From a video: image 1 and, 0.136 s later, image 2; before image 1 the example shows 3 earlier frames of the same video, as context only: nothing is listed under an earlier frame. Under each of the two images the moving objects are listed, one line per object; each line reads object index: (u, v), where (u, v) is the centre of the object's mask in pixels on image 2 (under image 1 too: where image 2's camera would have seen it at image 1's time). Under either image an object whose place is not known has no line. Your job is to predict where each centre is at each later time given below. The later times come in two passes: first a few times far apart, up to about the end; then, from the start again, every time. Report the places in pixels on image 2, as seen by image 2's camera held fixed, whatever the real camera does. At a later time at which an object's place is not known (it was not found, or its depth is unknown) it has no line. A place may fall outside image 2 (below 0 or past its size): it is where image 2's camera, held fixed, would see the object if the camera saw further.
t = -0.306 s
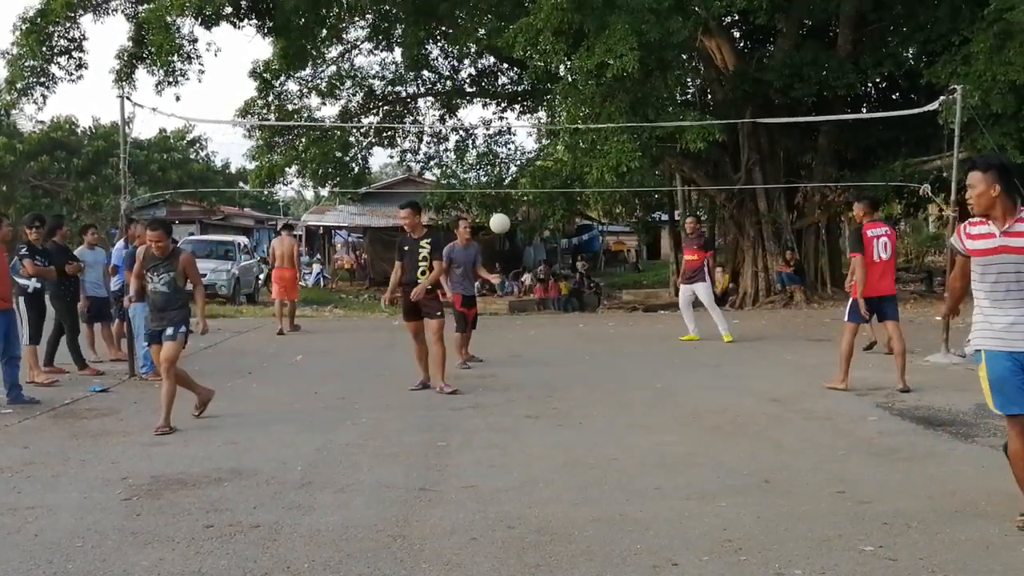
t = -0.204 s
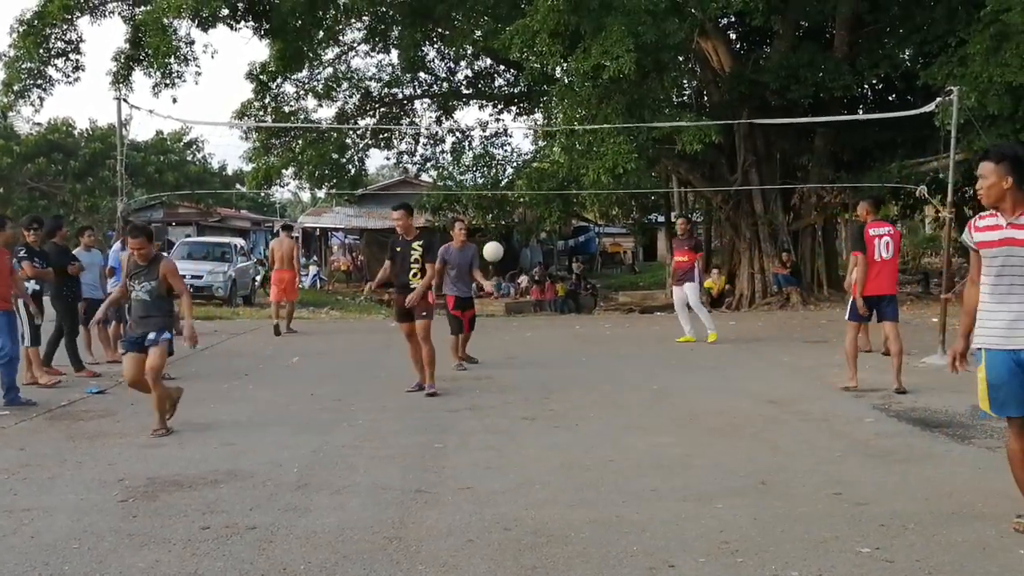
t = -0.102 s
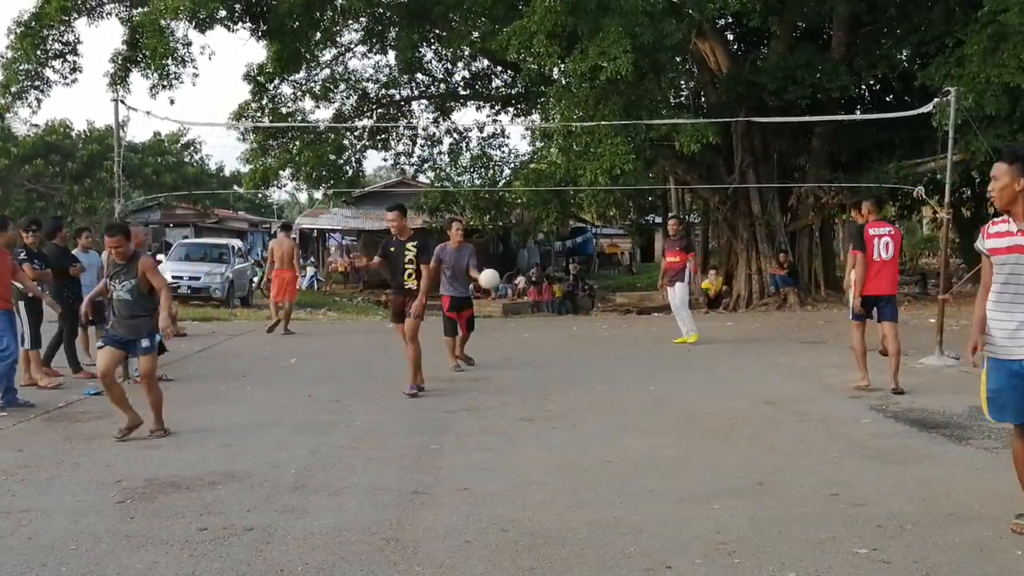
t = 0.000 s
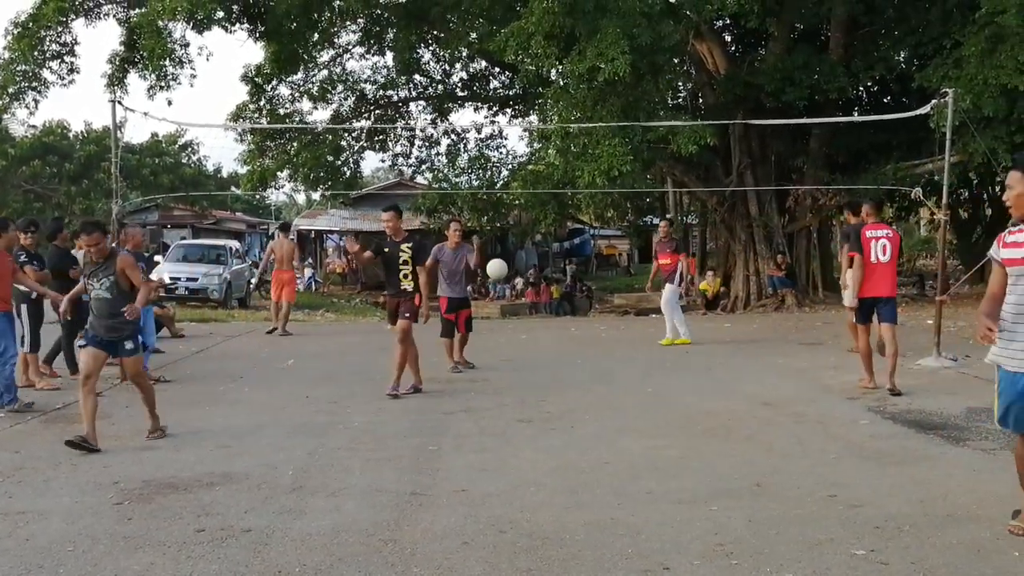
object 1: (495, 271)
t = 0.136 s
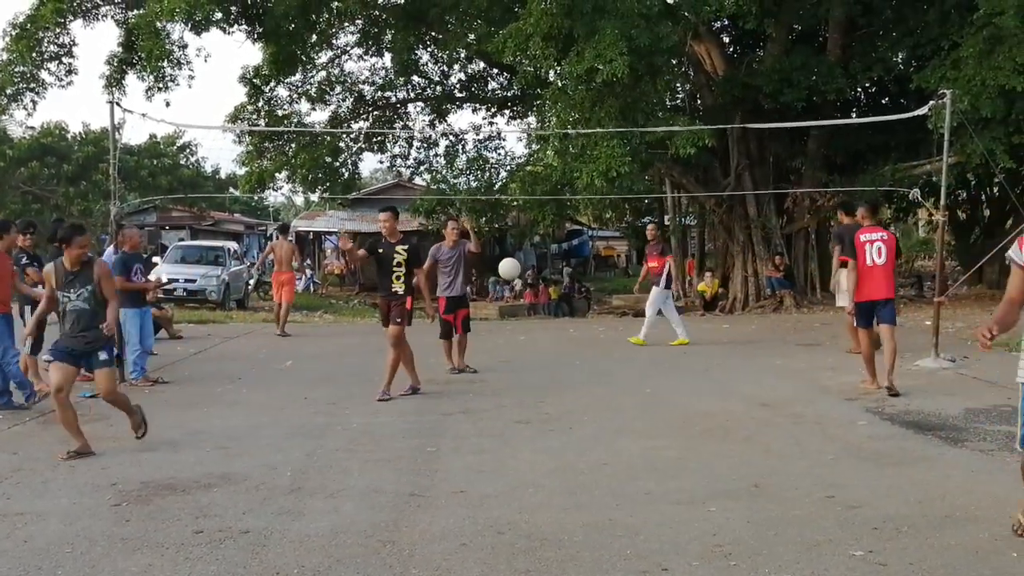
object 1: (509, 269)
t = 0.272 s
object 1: (524, 288)
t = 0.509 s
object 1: (555, 379)
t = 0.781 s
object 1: (592, 321)
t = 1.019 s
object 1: (636, 308)
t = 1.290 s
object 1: (698, 407)
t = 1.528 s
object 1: (759, 389)
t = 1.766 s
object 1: (836, 364)
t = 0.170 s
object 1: (513, 271)
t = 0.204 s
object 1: (517, 276)
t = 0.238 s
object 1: (521, 281)
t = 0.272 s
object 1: (524, 288)
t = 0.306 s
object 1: (529, 297)
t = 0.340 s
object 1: (533, 306)
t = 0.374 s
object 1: (537, 317)
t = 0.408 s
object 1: (541, 330)
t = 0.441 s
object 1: (546, 345)
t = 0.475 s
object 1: (550, 361)
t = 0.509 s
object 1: (555, 379)
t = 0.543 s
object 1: (560, 399)
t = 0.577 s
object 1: (565, 385)
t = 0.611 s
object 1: (569, 372)
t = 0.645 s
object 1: (573, 359)
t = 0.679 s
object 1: (578, 347)
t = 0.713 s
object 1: (583, 337)
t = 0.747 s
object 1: (587, 328)
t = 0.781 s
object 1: (592, 321)
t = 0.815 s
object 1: (597, 315)
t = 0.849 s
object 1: (603, 310)
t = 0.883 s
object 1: (610, 306)
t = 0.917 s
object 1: (616, 304)
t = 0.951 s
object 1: (622, 303)
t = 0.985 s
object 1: (629, 305)
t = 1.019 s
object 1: (636, 308)
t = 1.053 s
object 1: (642, 313)
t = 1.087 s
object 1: (649, 320)
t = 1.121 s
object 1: (657, 329)
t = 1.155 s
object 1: (665, 340)
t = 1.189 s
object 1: (672, 353)
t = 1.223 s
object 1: (681, 369)
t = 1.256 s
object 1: (689, 386)
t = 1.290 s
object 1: (698, 407)
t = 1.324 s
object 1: (707, 430)
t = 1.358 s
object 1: (716, 457)
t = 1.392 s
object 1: (724, 445)
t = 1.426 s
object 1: (732, 429)
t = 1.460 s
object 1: (741, 414)
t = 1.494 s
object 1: (750, 401)
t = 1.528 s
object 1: (759, 389)
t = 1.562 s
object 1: (769, 380)
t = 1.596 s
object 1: (779, 371)
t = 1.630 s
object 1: (789, 365)
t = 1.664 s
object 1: (801, 361)
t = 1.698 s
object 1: (813, 360)
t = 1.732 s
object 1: (824, 361)
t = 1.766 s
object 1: (836, 364)
